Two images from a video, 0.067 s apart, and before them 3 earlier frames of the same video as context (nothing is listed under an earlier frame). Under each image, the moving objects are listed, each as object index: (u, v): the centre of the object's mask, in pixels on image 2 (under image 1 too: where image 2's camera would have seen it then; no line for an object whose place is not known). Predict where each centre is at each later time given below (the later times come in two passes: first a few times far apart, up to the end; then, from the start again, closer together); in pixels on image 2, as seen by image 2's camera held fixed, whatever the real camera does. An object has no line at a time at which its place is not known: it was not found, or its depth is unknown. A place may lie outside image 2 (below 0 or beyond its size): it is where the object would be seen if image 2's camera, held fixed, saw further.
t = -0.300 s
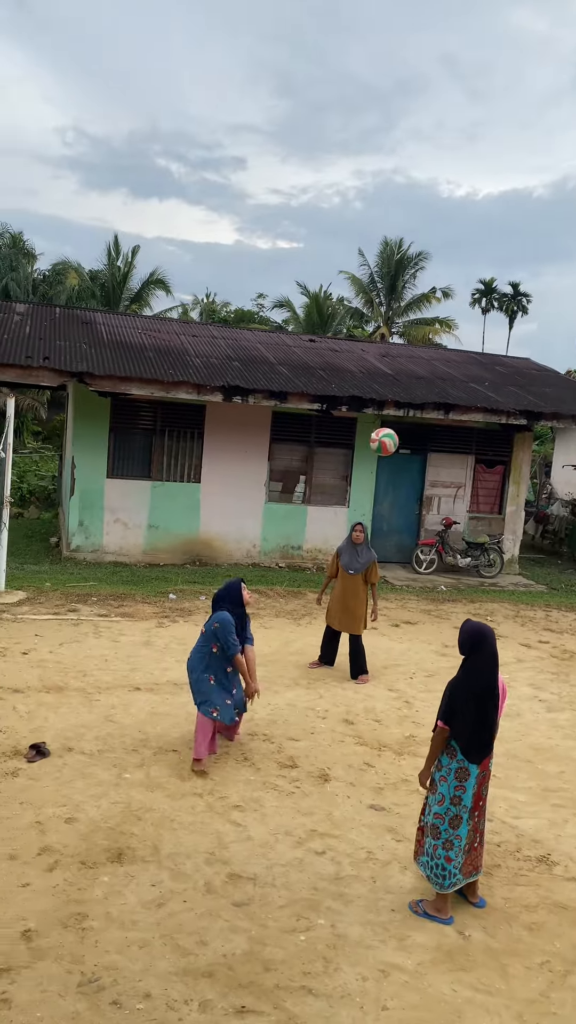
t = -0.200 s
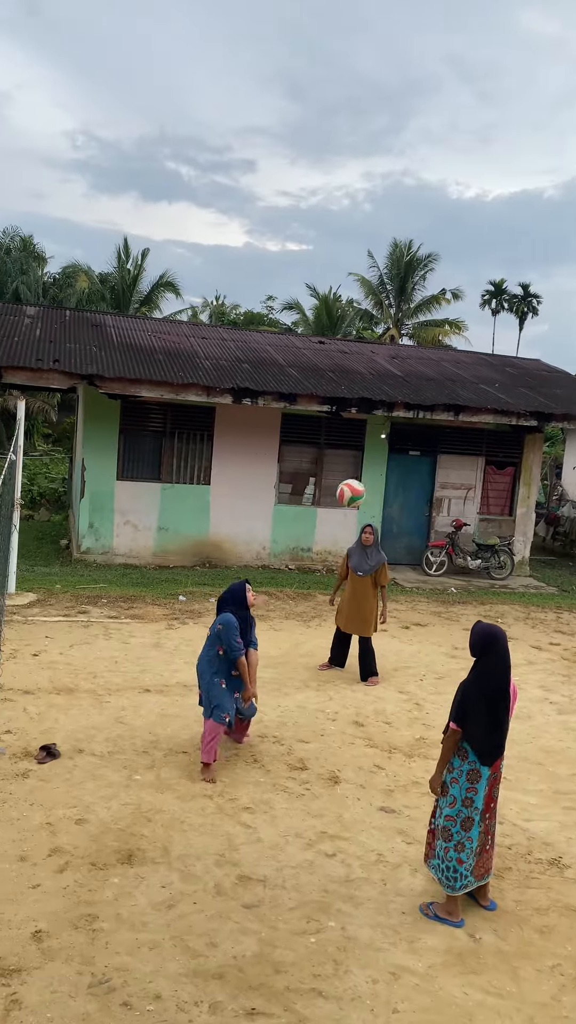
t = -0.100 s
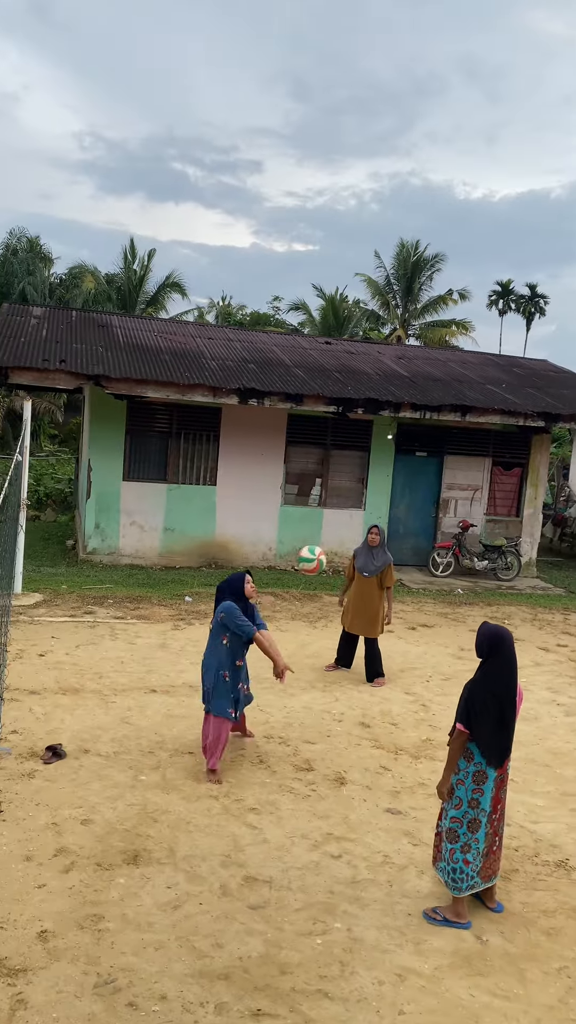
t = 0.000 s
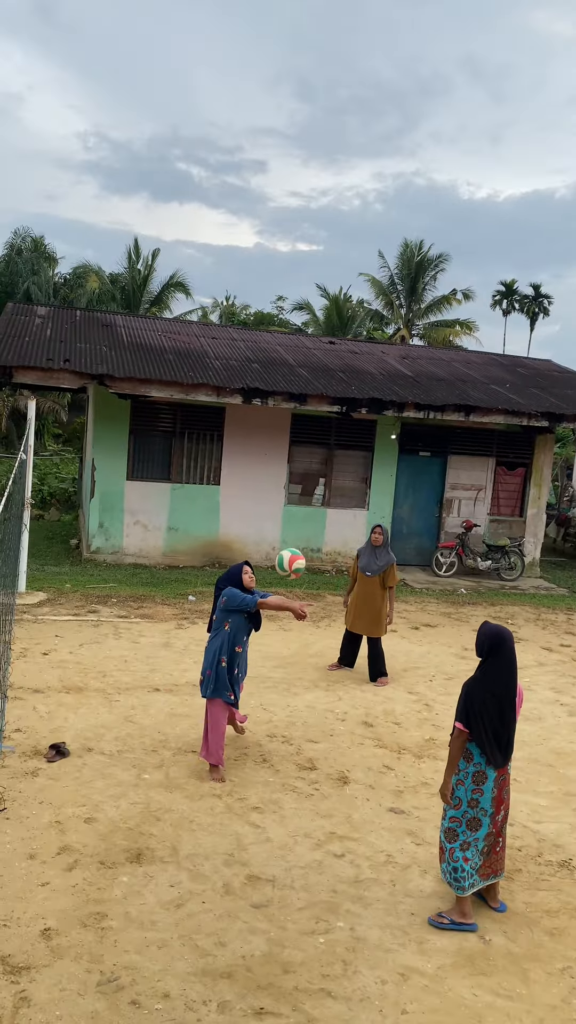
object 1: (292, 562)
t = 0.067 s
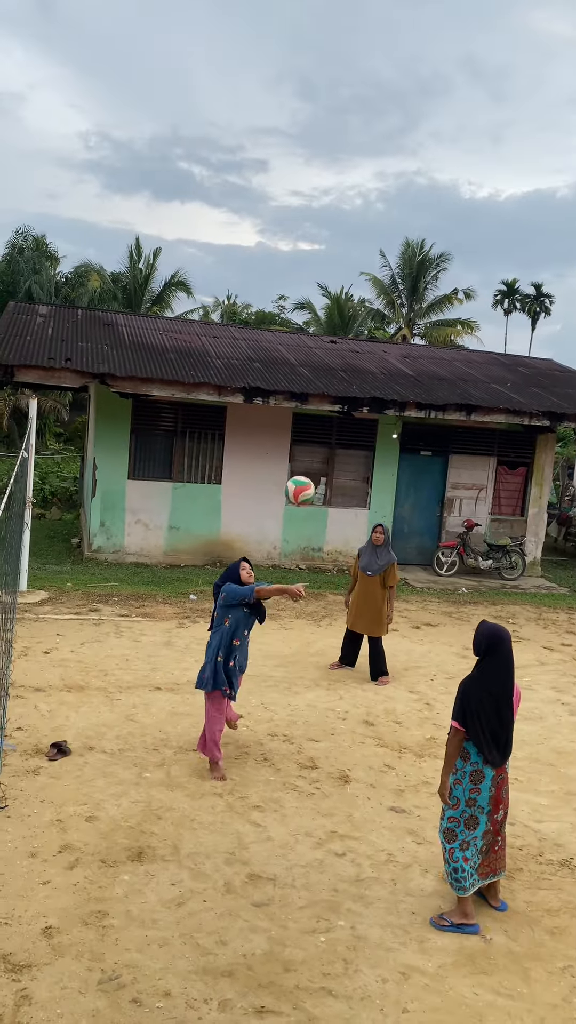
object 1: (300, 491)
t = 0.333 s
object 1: (331, 247)
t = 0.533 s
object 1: (347, 121)
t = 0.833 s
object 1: (360, 50)
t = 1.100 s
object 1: (361, 128)
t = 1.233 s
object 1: (356, 222)
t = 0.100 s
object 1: (304, 457)
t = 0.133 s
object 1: (308, 424)
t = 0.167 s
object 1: (312, 391)
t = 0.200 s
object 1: (316, 360)
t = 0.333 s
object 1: (331, 247)
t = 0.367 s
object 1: (334, 221)
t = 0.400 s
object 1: (337, 198)
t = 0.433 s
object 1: (340, 176)
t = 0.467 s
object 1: (342, 156)
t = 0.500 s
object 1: (345, 138)
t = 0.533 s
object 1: (347, 121)
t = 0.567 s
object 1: (349, 106)
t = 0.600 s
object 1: (351, 92)
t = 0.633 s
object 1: (352, 80)
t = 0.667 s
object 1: (354, 71)
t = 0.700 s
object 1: (356, 63)
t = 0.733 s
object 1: (357, 57)
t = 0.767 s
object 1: (358, 52)
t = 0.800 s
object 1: (359, 50)
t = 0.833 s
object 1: (360, 50)
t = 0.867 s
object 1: (361, 52)
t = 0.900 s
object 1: (361, 56)
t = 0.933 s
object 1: (362, 63)
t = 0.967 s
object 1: (362, 71)
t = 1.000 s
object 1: (362, 82)
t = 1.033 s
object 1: (362, 95)
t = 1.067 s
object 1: (361, 111)
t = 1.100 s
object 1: (361, 128)
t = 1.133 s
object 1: (360, 148)
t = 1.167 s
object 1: (359, 170)
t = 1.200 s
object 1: (358, 195)
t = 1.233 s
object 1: (356, 222)
